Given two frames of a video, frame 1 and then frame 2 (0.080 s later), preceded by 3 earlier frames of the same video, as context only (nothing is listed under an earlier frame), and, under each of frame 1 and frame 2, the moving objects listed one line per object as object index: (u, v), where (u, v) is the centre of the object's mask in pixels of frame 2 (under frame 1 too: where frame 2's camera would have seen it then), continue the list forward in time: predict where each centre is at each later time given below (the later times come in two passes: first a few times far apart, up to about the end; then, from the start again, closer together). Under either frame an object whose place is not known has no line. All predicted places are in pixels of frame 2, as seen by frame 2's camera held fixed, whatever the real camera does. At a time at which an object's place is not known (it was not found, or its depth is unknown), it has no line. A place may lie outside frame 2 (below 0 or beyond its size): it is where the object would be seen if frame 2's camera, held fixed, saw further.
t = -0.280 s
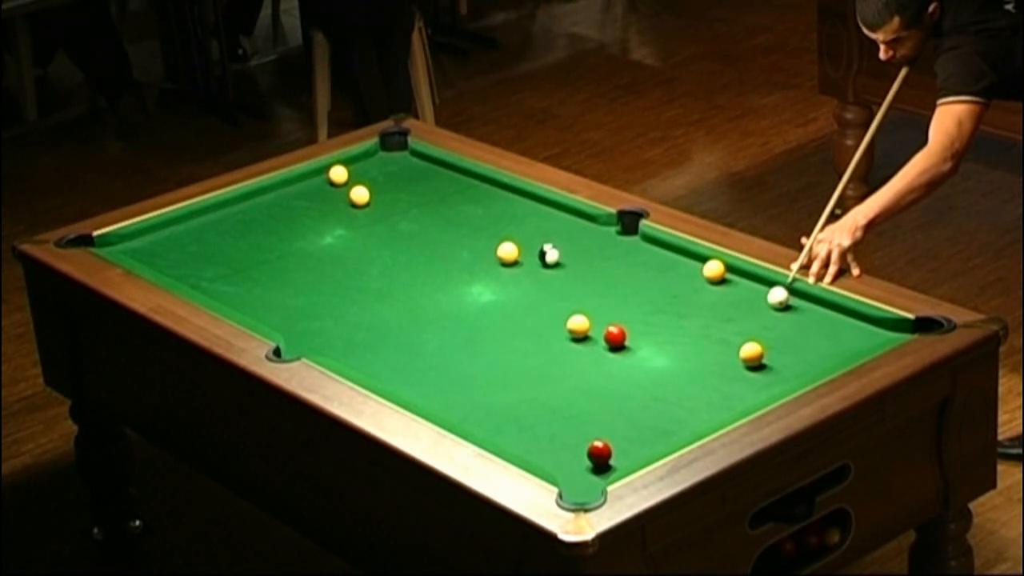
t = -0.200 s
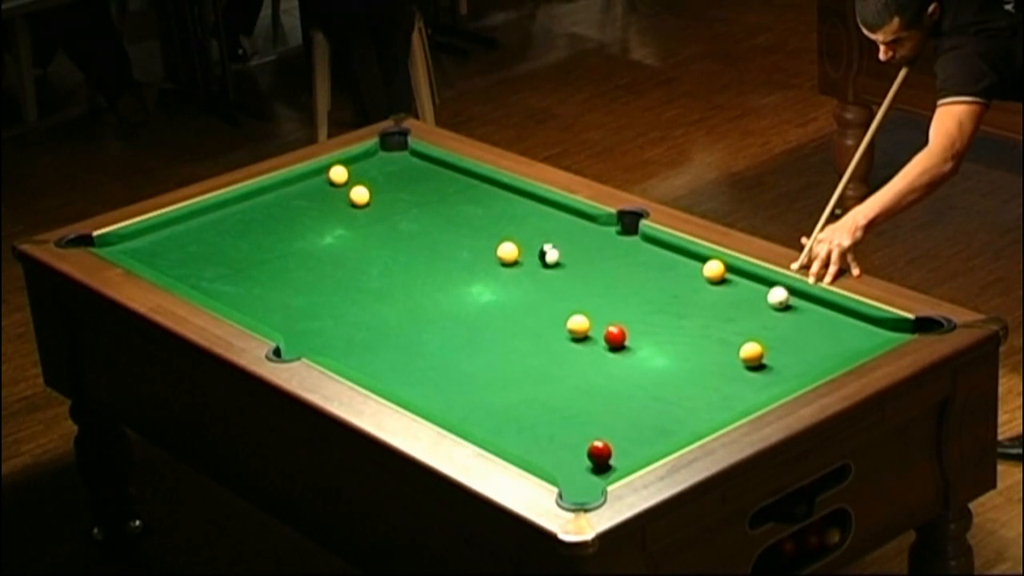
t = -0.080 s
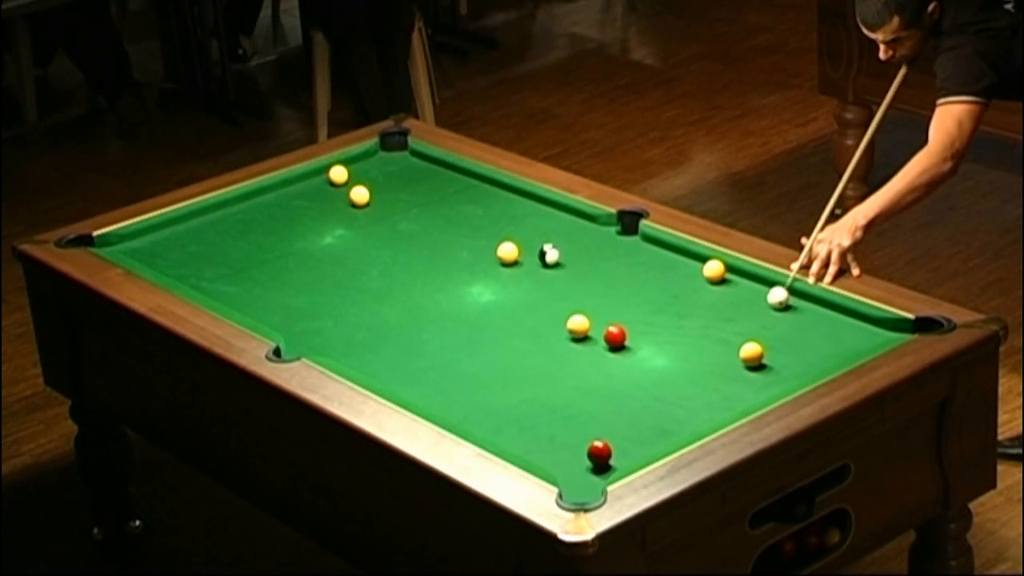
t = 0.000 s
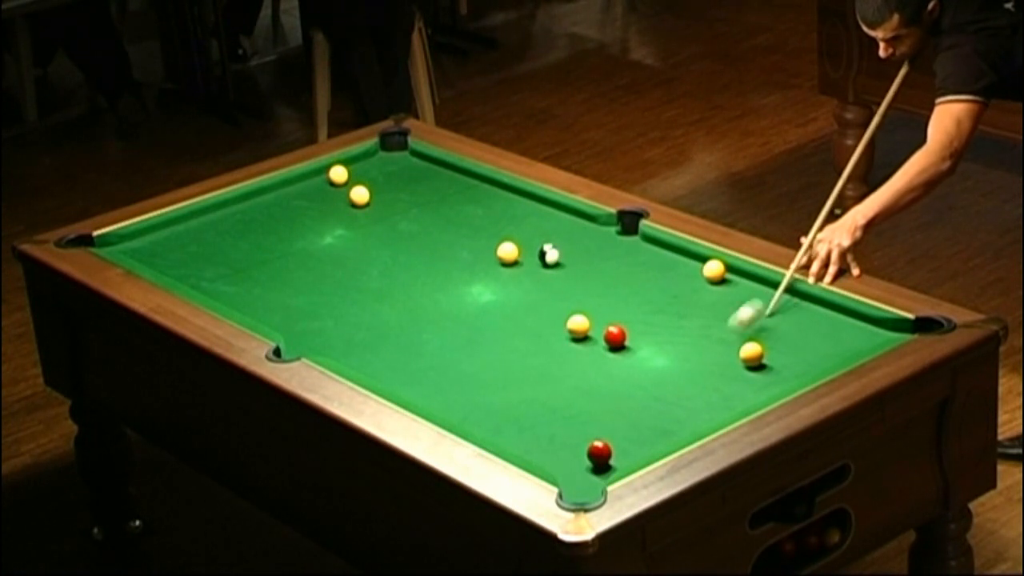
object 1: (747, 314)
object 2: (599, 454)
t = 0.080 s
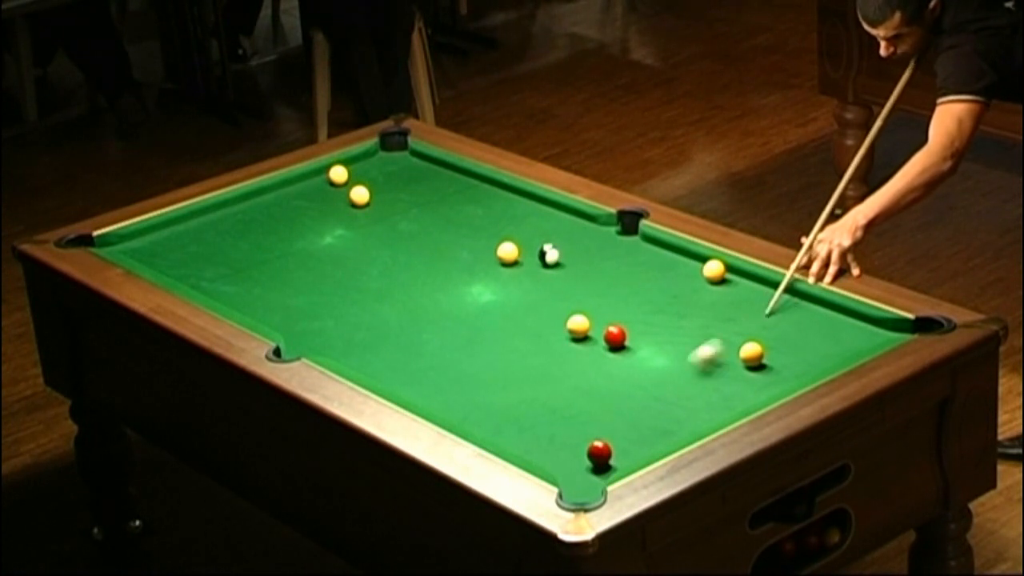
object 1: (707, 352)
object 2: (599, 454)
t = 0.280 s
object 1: (609, 432)
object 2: (600, 453)
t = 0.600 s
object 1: (547, 429)
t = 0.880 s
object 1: (505, 420)
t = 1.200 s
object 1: (462, 410)
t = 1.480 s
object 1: (429, 400)
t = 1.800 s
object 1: (410, 389)
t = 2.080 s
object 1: (399, 380)
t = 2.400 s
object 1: (387, 373)
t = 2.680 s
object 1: (378, 367)
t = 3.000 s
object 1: (370, 361)
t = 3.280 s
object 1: (364, 357)
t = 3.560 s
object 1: (360, 355)
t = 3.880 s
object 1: (356, 354)
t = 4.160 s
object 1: (355, 354)
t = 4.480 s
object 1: (355, 354)
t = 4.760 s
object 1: (355, 354)
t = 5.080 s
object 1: (355, 355)
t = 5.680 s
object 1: (355, 354)
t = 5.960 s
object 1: (355, 354)
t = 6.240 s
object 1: (355, 354)
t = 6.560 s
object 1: (355, 354)
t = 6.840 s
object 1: (355, 354)
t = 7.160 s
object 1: (355, 354)
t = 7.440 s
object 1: (355, 354)
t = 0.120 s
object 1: (687, 369)
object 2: (599, 454)
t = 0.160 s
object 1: (667, 386)
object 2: (599, 454)
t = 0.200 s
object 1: (646, 404)
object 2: (599, 454)
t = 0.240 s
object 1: (626, 420)
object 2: (599, 454)
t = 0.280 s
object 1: (609, 432)
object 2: (600, 453)
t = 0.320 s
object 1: (595, 438)
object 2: (594, 463)
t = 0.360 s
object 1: (587, 438)
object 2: (586, 480)
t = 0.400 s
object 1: (580, 437)
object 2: (581, 491)
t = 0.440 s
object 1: (574, 434)
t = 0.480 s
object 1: (567, 433)
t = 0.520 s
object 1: (560, 431)
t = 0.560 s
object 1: (554, 430)
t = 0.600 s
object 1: (547, 429)
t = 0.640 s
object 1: (541, 427)
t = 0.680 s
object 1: (535, 426)
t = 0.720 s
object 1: (529, 424)
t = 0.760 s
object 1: (523, 423)
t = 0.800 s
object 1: (517, 422)
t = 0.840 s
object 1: (511, 421)
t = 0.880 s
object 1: (505, 420)
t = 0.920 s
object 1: (499, 418)
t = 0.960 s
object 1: (494, 417)
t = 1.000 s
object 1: (488, 416)
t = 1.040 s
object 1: (483, 415)
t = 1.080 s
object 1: (478, 413)
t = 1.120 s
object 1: (472, 412)
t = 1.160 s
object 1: (467, 411)
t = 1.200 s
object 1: (462, 410)
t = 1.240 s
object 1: (457, 408)
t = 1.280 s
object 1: (453, 407)
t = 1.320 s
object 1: (447, 405)
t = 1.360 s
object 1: (443, 404)
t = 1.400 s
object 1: (438, 402)
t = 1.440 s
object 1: (433, 401)
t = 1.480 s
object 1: (429, 400)
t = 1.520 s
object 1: (425, 398)
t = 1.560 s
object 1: (421, 397)
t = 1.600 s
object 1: (419, 395)
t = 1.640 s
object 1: (417, 394)
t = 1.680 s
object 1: (415, 392)
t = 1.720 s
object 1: (413, 391)
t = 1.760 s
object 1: (412, 390)
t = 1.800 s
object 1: (410, 389)
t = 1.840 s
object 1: (408, 387)
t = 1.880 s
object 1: (407, 386)
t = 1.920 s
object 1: (405, 385)
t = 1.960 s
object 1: (403, 384)
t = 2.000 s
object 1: (402, 382)
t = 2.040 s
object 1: (400, 381)
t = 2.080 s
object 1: (399, 380)
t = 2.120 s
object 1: (397, 379)
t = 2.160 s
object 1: (396, 378)
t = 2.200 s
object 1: (394, 377)
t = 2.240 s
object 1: (393, 376)
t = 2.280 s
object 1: (391, 375)
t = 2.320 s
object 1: (390, 374)
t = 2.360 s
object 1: (388, 374)
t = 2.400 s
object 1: (387, 373)
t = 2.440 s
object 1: (385, 372)
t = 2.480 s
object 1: (384, 371)
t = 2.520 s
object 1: (383, 370)
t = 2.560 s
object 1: (381, 369)
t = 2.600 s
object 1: (380, 368)
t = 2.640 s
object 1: (379, 367)
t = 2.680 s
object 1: (378, 367)
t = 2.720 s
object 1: (377, 366)
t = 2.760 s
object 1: (376, 365)
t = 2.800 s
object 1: (375, 364)
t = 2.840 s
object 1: (374, 363)
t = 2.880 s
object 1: (373, 363)
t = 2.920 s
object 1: (372, 362)
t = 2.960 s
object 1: (371, 362)
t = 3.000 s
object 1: (370, 361)
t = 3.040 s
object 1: (369, 360)
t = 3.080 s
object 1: (368, 360)
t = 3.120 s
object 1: (368, 359)
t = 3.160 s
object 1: (367, 359)
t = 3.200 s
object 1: (366, 358)
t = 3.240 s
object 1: (365, 358)
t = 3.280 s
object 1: (364, 357)
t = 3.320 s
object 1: (364, 357)
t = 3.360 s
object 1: (363, 357)
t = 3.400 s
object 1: (363, 356)
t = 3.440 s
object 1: (362, 356)
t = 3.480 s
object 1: (361, 356)
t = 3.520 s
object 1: (361, 355)
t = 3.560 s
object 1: (360, 355)
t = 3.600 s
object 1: (360, 355)
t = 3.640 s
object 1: (359, 355)
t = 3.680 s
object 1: (359, 355)
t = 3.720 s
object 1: (358, 354)
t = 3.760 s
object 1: (358, 354)
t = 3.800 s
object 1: (357, 354)
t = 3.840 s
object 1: (357, 354)
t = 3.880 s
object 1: (356, 354)
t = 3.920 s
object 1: (356, 354)
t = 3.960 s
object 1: (356, 354)
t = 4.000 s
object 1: (355, 354)
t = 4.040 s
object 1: (355, 354)
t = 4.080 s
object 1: (355, 354)
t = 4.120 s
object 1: (355, 354)
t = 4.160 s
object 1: (355, 354)
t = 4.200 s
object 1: (355, 354)
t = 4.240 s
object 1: (355, 354)
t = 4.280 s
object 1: (355, 354)
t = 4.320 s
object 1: (355, 354)
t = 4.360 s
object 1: (355, 354)
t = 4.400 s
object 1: (355, 354)
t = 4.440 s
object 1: (355, 354)
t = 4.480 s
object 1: (355, 354)
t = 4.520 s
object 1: (355, 354)
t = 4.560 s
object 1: (355, 354)
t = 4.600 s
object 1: (355, 354)
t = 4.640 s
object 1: (355, 354)
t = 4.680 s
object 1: (355, 354)
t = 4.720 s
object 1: (355, 354)
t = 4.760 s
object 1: (355, 354)
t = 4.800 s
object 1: (355, 354)
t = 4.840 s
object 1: (356, 354)
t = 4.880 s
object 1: (355, 354)
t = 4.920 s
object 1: (355, 354)
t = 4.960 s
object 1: (355, 354)
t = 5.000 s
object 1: (356, 354)
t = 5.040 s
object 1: (355, 354)
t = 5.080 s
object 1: (355, 355)
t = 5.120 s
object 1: (355, 354)
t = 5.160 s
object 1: (355, 354)
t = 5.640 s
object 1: (355, 354)
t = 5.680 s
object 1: (355, 354)
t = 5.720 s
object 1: (355, 354)
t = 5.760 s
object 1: (355, 354)
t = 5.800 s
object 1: (355, 354)
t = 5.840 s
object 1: (355, 354)
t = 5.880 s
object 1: (355, 354)
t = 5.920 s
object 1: (355, 354)
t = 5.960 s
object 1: (355, 354)
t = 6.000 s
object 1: (355, 354)
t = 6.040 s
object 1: (355, 354)
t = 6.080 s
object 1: (355, 354)
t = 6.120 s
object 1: (355, 354)
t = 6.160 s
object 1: (355, 354)
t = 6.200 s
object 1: (355, 354)
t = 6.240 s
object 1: (355, 354)
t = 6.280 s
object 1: (355, 354)
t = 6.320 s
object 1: (355, 354)
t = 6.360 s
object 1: (355, 354)
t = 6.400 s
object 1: (355, 354)
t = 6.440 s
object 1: (355, 354)
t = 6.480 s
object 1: (355, 354)
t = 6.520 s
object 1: (355, 354)
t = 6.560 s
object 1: (355, 354)
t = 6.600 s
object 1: (355, 354)
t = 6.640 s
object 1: (355, 354)
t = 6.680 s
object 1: (355, 354)
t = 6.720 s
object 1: (355, 354)
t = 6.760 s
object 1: (355, 354)
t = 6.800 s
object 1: (355, 354)
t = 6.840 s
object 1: (355, 354)
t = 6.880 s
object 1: (355, 354)
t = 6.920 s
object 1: (355, 354)
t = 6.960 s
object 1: (355, 354)
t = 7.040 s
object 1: (355, 354)
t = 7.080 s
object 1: (355, 354)
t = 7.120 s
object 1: (355, 354)
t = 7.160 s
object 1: (355, 354)
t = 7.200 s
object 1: (355, 354)
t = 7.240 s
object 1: (355, 354)
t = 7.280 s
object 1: (355, 354)
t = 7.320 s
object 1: (355, 354)
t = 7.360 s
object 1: (355, 354)
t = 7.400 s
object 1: (355, 354)
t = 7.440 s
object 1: (355, 354)
